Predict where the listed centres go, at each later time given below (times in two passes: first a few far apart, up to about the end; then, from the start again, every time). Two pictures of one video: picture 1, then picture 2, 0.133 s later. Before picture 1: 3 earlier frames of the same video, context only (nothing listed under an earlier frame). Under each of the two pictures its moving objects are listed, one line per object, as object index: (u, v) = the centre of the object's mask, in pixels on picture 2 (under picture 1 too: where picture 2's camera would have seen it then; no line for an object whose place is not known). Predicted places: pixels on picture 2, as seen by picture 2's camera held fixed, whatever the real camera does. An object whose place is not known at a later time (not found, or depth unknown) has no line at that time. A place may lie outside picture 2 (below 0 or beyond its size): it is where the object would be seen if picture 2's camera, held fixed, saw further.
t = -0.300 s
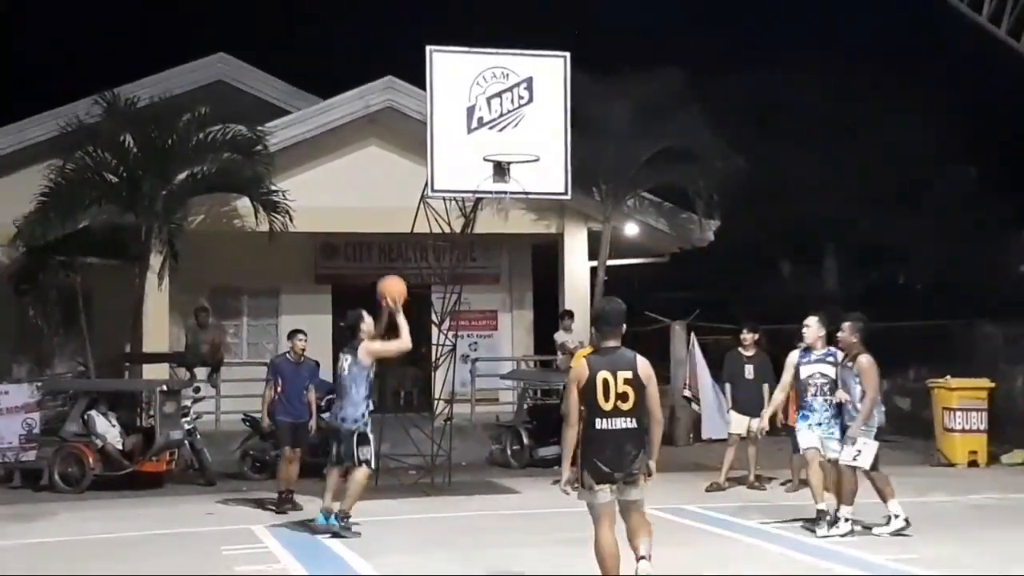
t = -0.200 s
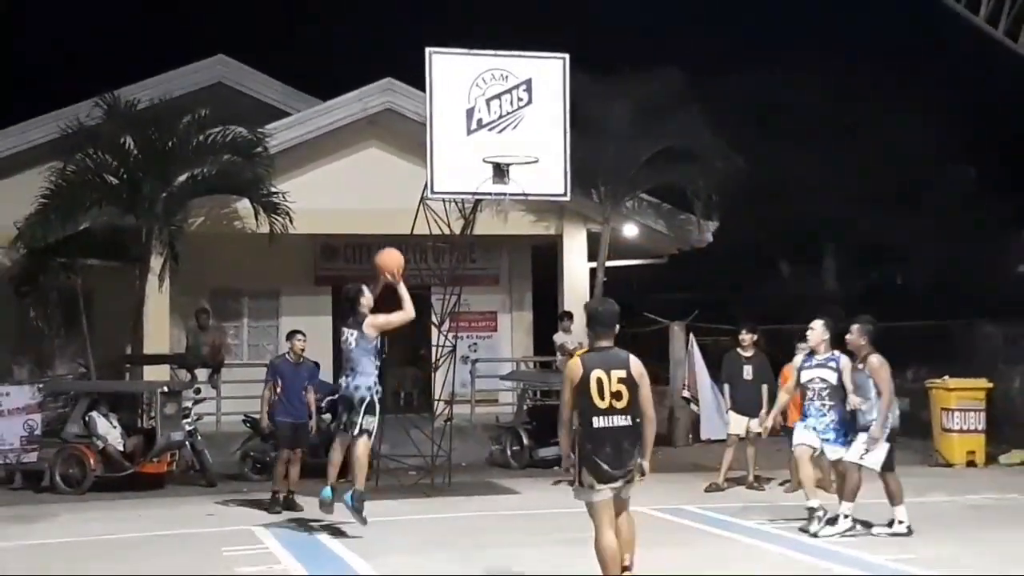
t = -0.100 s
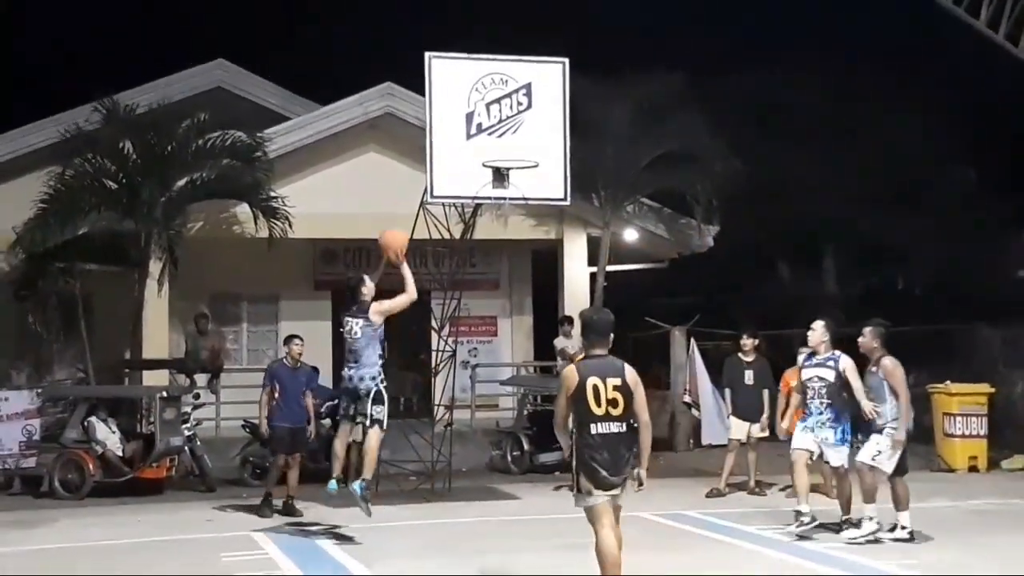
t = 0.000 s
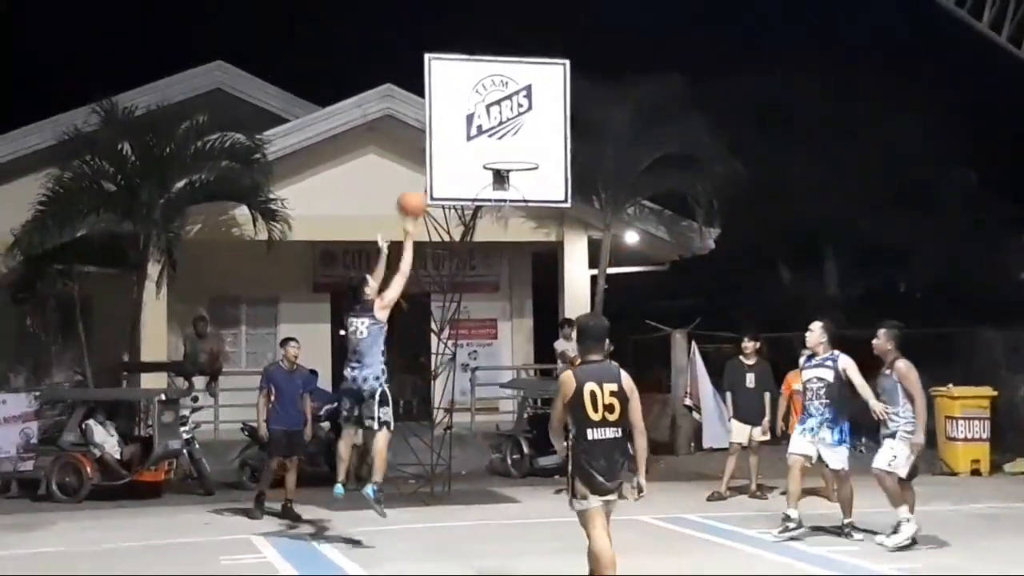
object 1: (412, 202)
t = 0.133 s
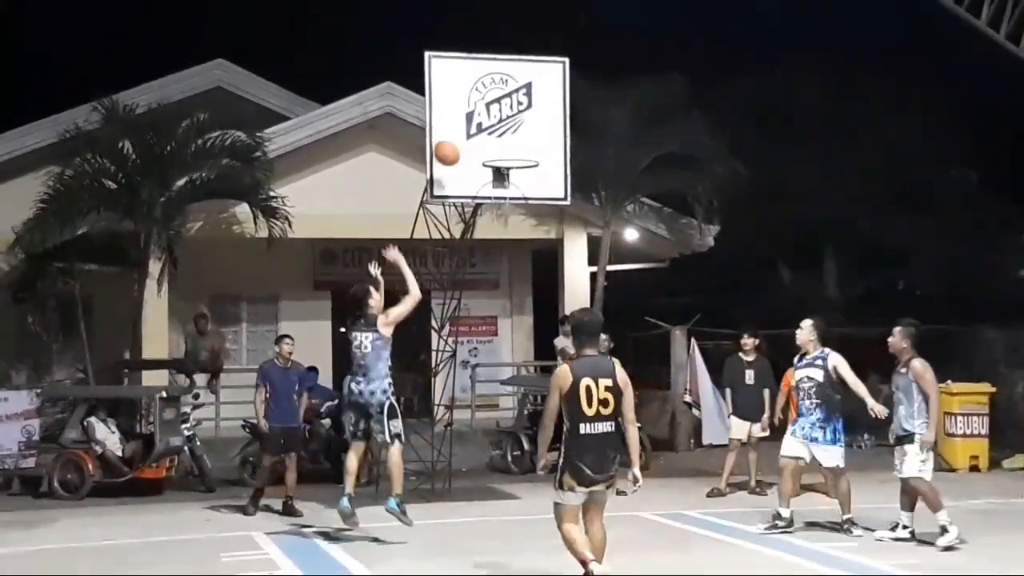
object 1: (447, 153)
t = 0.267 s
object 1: (482, 129)
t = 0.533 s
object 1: (538, 146)
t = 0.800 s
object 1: (580, 155)
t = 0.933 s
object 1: (601, 189)
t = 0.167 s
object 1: (455, 145)
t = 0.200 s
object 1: (464, 137)
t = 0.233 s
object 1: (472, 132)
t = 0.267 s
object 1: (482, 129)
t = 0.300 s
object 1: (488, 126)
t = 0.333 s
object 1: (496, 124)
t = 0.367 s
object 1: (503, 125)
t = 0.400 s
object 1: (510, 127)
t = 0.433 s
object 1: (516, 130)
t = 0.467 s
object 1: (523, 133)
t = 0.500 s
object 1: (531, 139)
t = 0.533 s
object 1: (538, 146)
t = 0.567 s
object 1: (543, 148)
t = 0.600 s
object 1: (548, 145)
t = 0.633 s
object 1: (554, 143)
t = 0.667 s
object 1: (559, 143)
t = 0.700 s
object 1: (564, 144)
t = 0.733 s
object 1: (569, 146)
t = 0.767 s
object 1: (574, 150)
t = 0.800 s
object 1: (580, 155)
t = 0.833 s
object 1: (584, 161)
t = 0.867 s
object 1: (589, 169)
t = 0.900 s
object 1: (595, 178)
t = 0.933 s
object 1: (601, 189)
